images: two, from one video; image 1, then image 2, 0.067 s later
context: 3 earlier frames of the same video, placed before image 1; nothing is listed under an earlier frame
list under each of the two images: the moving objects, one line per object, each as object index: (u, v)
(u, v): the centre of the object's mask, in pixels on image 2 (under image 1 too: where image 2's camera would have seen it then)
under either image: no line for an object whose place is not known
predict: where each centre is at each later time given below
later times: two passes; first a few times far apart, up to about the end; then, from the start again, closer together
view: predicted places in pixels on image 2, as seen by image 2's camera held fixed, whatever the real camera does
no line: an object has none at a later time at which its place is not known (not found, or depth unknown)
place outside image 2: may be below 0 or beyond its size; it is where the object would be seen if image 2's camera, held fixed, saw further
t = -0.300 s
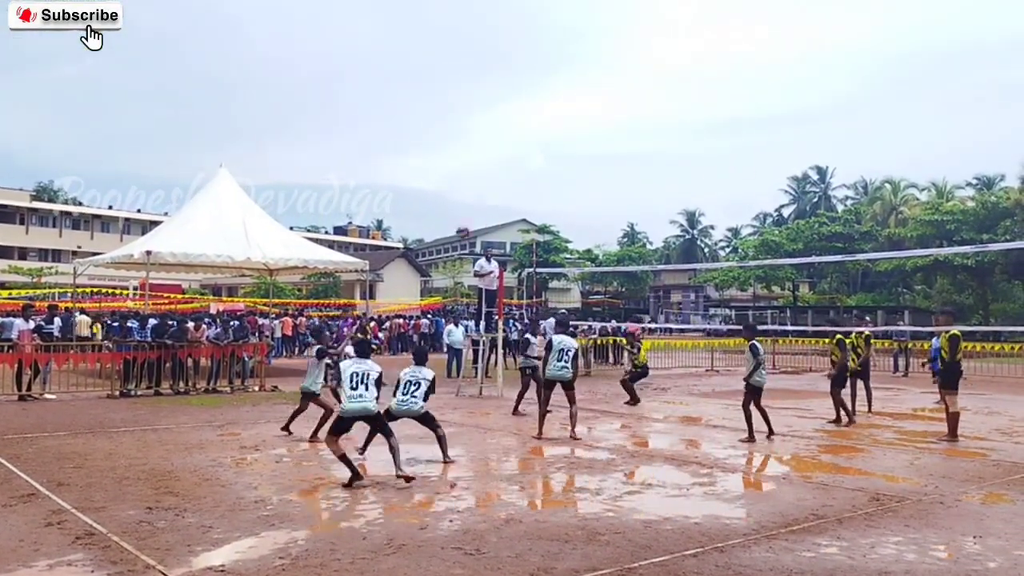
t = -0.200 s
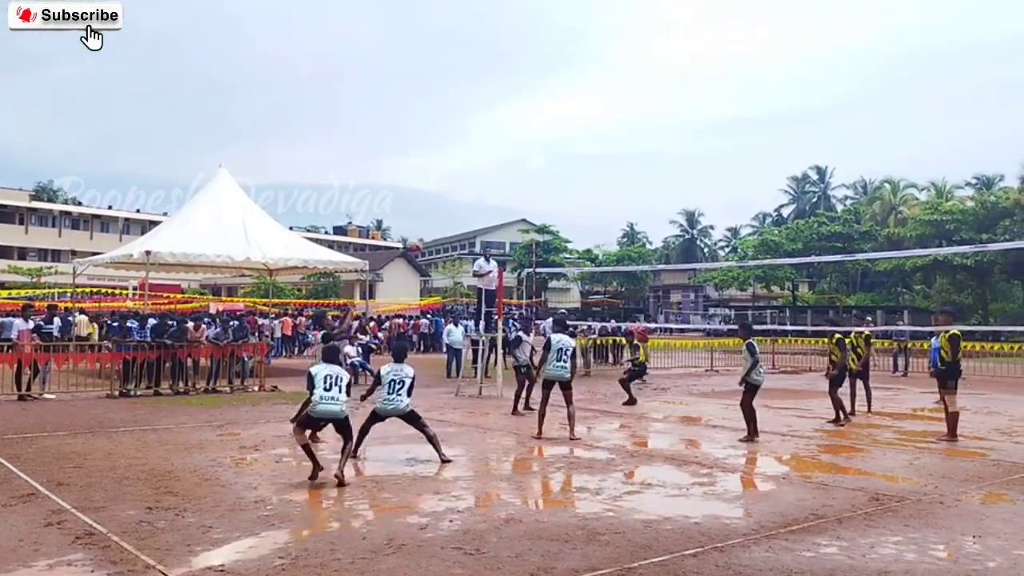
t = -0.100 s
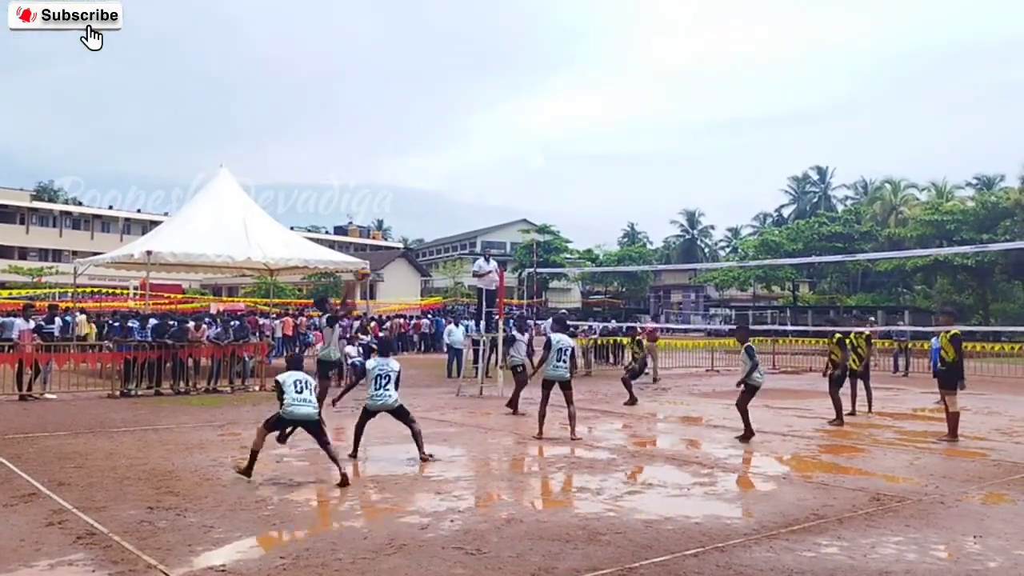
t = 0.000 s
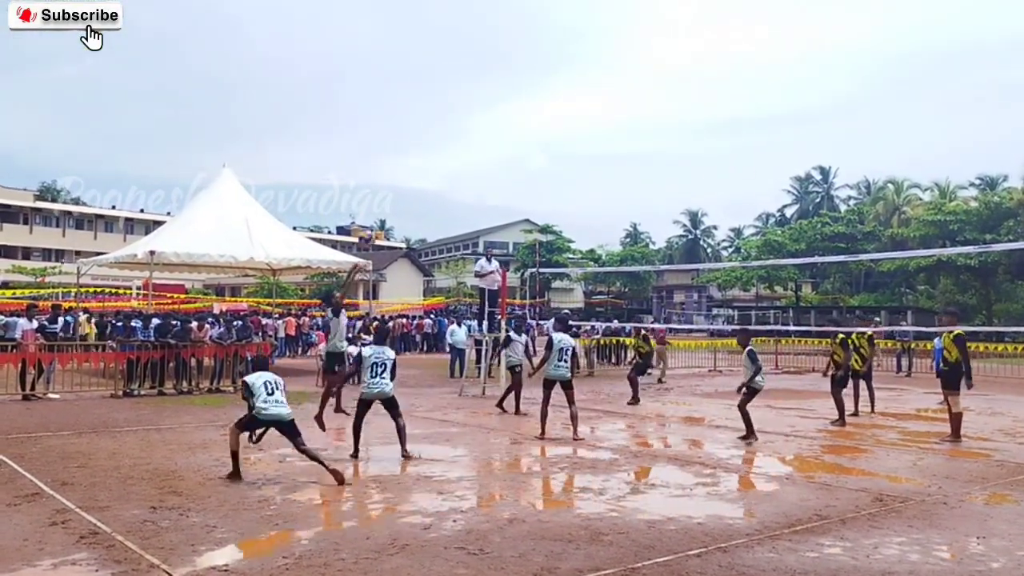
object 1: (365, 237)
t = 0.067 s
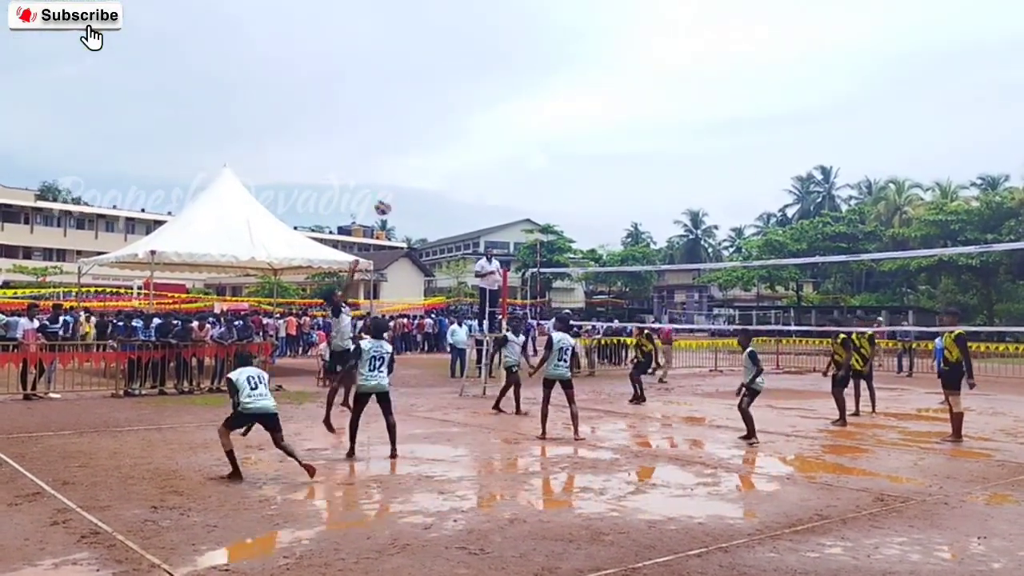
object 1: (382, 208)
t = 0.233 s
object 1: (419, 144)
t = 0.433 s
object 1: (463, 96)
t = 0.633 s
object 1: (506, 78)
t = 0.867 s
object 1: (555, 98)
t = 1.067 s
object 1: (596, 151)
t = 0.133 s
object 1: (397, 179)
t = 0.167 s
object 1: (404, 166)
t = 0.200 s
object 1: (412, 155)
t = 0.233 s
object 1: (419, 144)
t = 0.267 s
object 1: (426, 134)
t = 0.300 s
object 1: (434, 124)
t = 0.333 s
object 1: (441, 115)
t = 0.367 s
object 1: (448, 108)
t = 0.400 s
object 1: (456, 101)
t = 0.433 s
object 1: (463, 96)
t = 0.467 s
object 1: (470, 90)
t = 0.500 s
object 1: (477, 86)
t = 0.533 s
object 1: (485, 83)
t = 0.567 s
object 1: (492, 81)
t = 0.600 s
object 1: (499, 79)
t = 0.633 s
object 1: (506, 78)
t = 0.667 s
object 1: (513, 79)
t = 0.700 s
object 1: (520, 79)
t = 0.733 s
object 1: (527, 81)
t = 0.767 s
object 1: (534, 84)
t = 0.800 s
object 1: (541, 88)
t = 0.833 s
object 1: (548, 92)
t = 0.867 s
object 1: (555, 98)
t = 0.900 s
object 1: (562, 105)
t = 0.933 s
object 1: (569, 112)
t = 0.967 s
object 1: (576, 120)
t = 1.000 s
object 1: (583, 129)
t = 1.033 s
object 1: (589, 140)
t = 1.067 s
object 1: (596, 151)
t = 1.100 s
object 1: (602, 163)
